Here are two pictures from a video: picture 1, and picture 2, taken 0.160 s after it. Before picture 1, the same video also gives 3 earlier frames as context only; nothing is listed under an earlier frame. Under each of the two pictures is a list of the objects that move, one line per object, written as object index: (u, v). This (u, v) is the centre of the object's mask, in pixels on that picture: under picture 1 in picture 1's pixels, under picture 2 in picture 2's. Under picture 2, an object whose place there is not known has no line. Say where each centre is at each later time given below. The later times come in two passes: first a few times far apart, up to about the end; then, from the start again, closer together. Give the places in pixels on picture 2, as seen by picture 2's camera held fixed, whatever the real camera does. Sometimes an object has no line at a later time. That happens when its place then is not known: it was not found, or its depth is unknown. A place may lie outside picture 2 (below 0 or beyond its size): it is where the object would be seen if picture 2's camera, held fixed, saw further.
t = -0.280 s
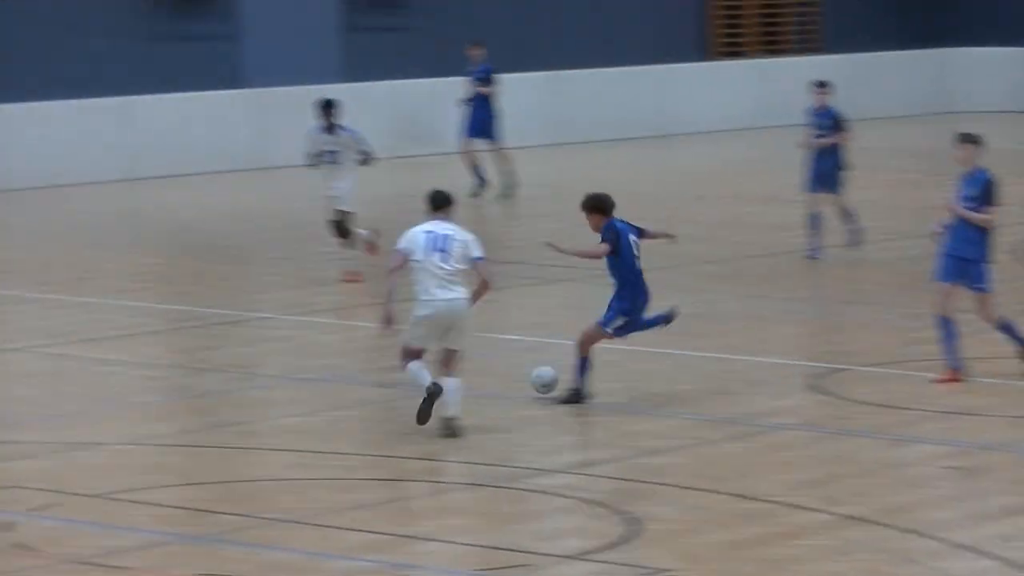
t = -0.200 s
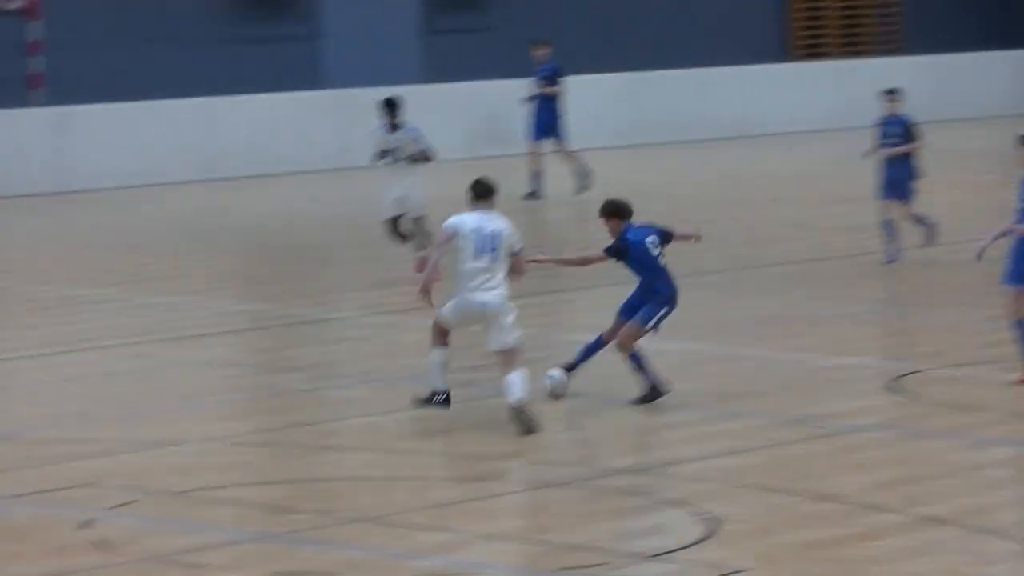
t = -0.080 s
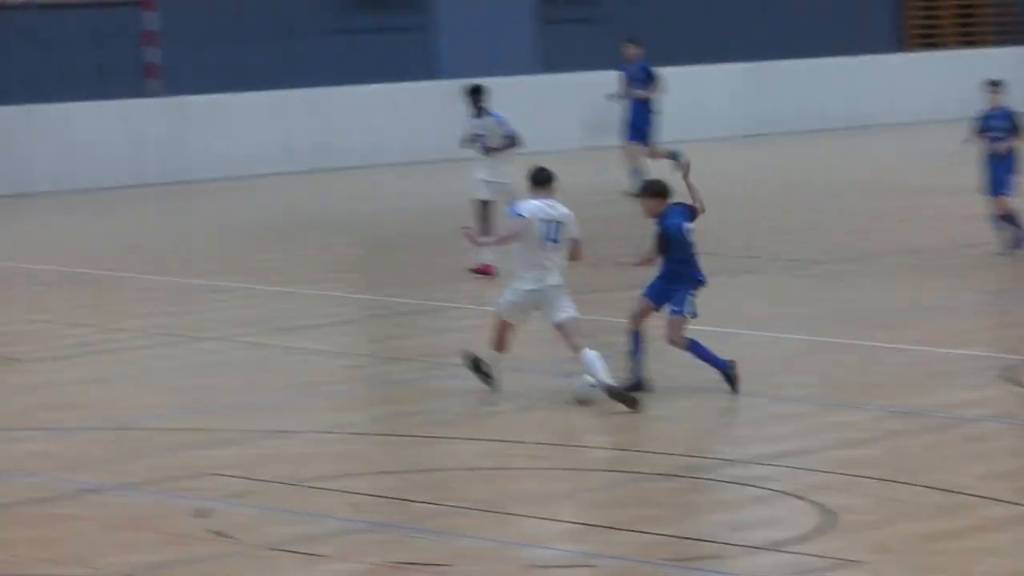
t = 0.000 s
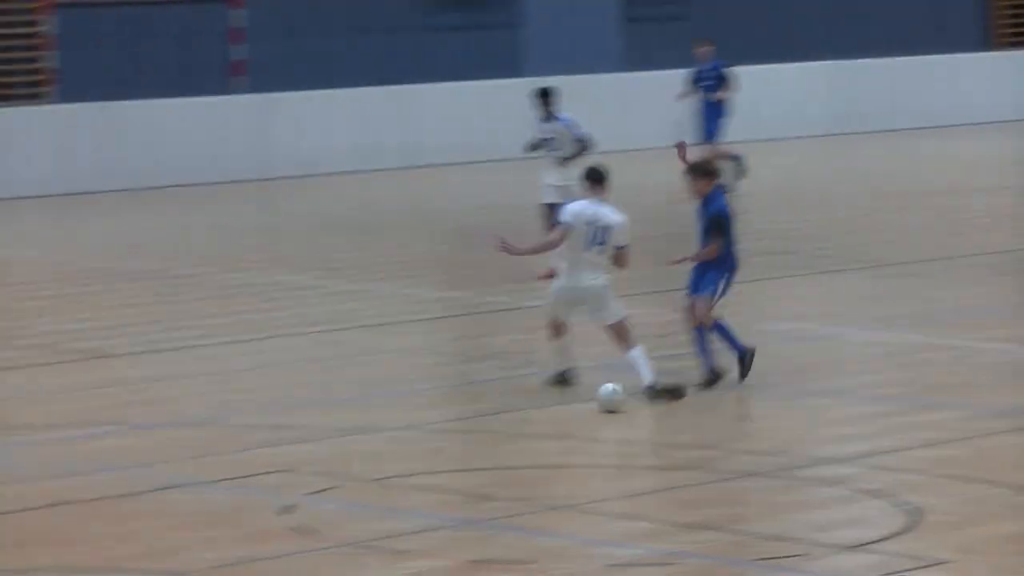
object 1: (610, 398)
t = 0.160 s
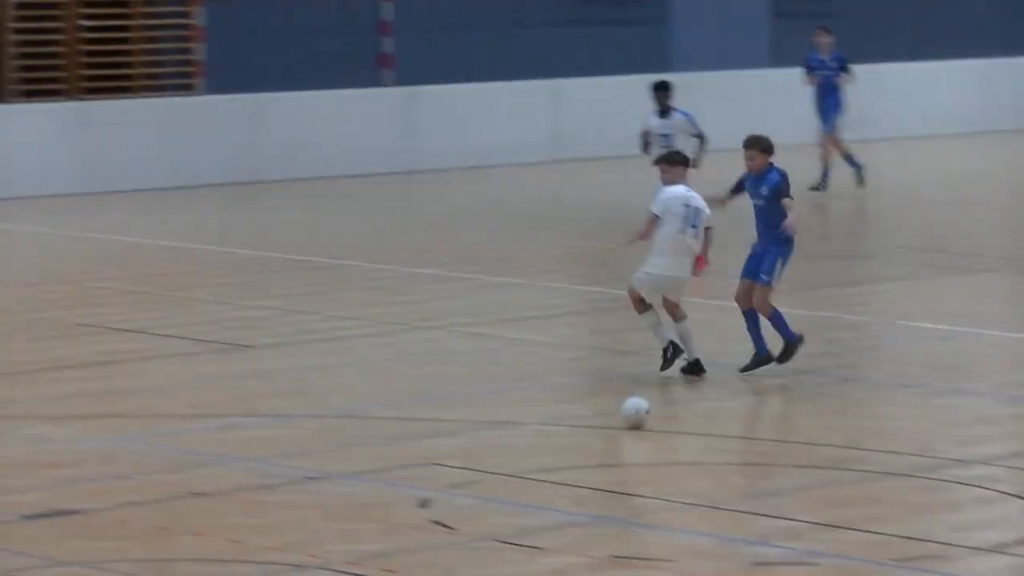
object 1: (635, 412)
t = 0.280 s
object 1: (547, 426)
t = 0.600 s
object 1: (319, 456)
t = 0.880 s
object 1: (101, 485)
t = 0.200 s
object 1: (604, 417)
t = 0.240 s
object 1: (577, 421)
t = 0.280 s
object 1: (547, 426)
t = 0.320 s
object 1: (520, 430)
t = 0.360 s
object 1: (491, 434)
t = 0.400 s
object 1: (462, 437)
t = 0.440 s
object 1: (434, 441)
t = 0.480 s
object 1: (405, 445)
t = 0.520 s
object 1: (376, 448)
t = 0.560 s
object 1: (347, 452)
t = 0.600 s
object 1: (319, 456)
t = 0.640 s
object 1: (291, 460)
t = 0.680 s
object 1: (258, 464)
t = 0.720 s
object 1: (228, 469)
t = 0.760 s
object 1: (197, 473)
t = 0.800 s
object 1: (165, 477)
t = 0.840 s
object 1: (133, 480)
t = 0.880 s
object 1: (101, 485)
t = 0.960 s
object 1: (32, 494)
